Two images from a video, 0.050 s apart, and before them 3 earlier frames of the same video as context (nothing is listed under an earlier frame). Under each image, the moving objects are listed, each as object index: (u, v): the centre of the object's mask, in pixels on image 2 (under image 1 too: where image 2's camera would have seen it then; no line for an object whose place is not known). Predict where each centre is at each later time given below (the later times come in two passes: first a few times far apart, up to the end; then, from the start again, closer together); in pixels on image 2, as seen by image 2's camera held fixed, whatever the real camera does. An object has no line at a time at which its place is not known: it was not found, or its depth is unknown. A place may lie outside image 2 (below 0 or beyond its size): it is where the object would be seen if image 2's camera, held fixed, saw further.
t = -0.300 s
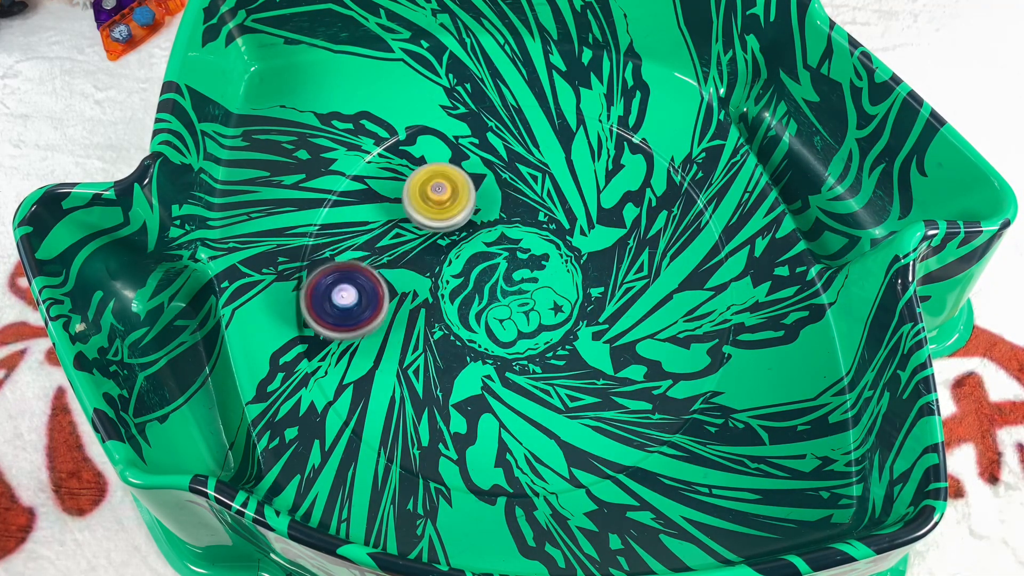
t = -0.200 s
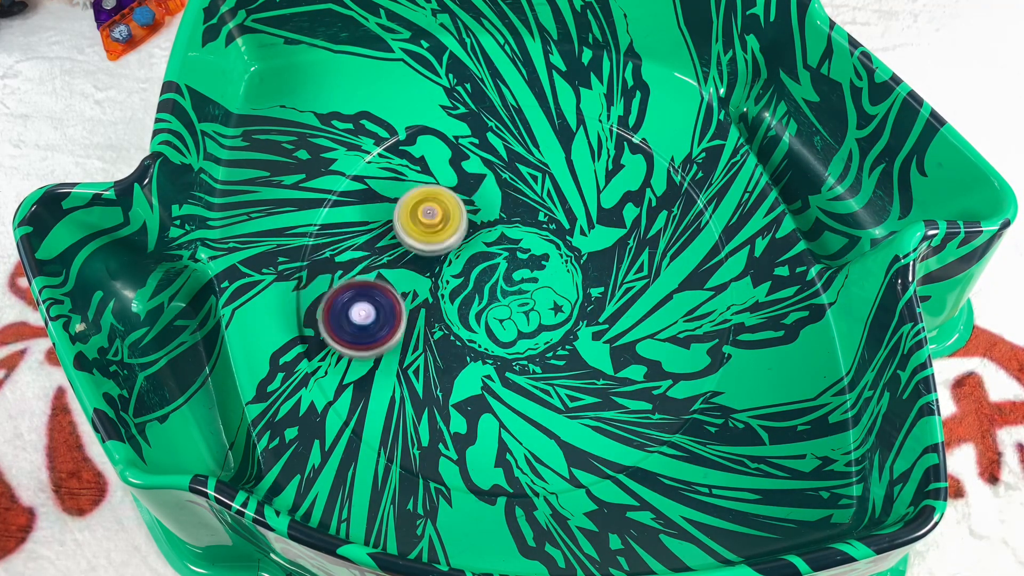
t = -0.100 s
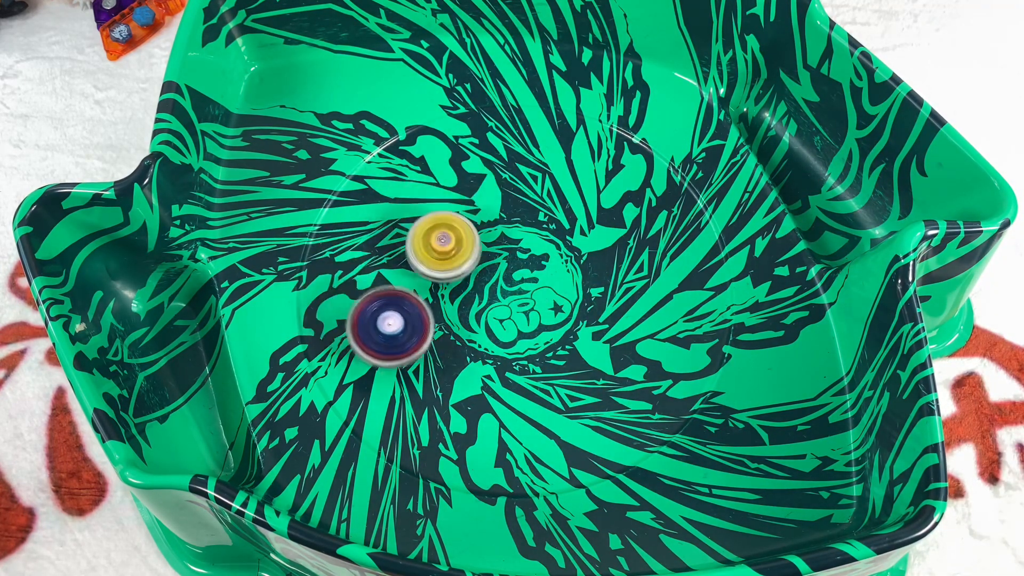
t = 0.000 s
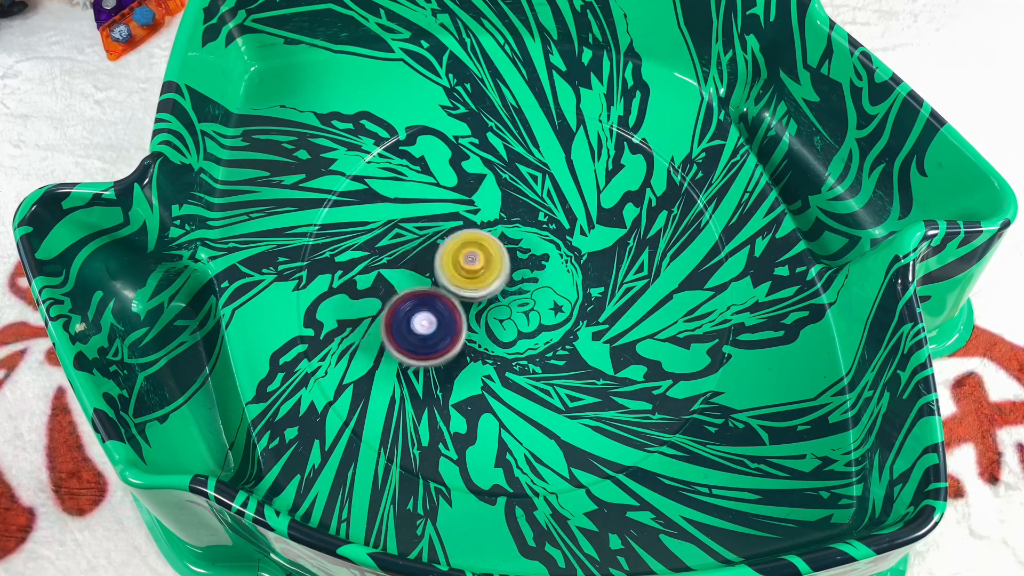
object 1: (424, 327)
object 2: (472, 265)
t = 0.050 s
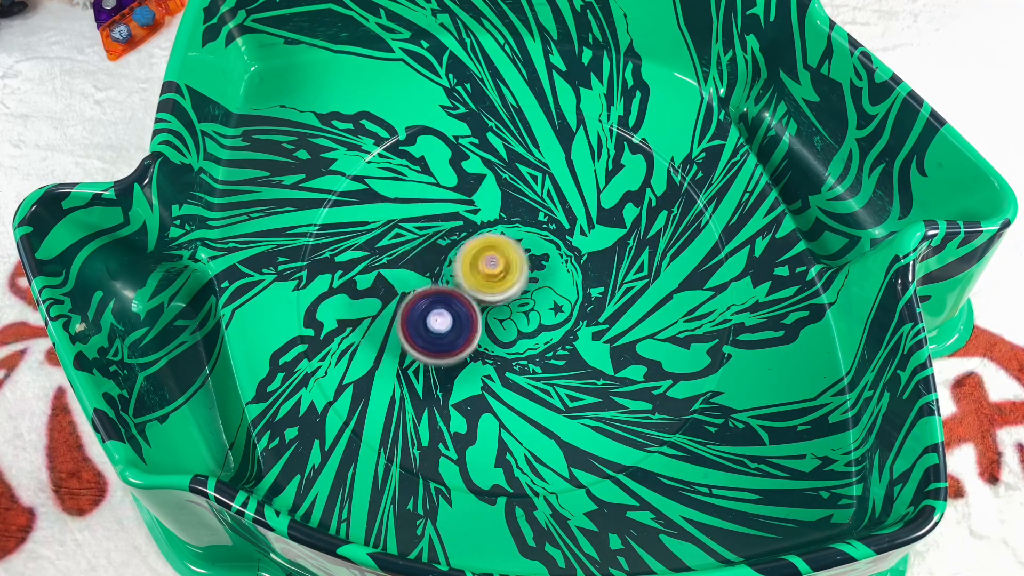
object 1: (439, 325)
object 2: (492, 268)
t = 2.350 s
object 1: (723, 286)
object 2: (516, 321)
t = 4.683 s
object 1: (275, 130)
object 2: (486, 199)
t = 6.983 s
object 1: (361, 281)
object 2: (550, 342)
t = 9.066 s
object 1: (465, 259)
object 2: (599, 292)
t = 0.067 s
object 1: (440, 328)
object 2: (502, 265)
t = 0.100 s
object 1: (443, 332)
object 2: (520, 259)
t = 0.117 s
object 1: (446, 332)
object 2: (527, 256)
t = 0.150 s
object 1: (453, 332)
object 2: (539, 249)
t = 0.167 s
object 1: (457, 331)
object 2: (545, 245)
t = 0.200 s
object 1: (467, 328)
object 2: (556, 237)
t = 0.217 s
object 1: (471, 326)
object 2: (560, 233)
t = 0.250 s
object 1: (481, 322)
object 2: (569, 223)
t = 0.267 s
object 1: (486, 319)
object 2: (572, 218)
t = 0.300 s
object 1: (496, 314)
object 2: (578, 208)
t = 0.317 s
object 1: (500, 311)
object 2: (580, 204)
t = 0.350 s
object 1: (509, 304)
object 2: (584, 194)
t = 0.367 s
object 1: (513, 301)
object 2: (585, 189)
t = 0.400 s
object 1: (521, 294)
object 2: (585, 179)
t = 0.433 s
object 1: (527, 287)
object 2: (583, 171)
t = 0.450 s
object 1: (530, 284)
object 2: (582, 167)
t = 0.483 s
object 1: (535, 277)
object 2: (578, 160)
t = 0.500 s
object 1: (538, 273)
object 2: (574, 157)
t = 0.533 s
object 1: (542, 266)
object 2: (567, 153)
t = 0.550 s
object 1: (544, 263)
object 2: (564, 152)
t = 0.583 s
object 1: (547, 257)
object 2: (555, 151)
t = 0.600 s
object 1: (548, 253)
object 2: (551, 151)
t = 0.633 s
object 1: (551, 246)
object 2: (542, 153)
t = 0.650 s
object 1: (552, 243)
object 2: (538, 156)
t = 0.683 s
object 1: (554, 237)
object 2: (530, 163)
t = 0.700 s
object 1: (554, 234)
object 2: (526, 166)
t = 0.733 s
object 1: (556, 231)
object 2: (519, 171)
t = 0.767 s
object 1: (558, 231)
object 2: (511, 177)
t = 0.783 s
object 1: (560, 232)
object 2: (507, 180)
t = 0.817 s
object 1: (565, 236)
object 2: (498, 185)
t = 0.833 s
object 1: (568, 238)
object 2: (494, 189)
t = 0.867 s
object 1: (571, 239)
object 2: (488, 198)
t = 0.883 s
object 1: (572, 239)
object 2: (486, 203)
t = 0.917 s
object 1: (574, 238)
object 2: (483, 214)
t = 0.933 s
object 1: (575, 237)
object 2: (482, 220)
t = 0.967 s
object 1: (575, 236)
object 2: (483, 232)
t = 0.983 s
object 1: (576, 235)
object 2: (483, 238)
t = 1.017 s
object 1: (577, 233)
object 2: (486, 250)
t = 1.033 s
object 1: (577, 233)
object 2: (488, 256)
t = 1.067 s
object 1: (579, 231)
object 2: (494, 266)
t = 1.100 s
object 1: (579, 230)
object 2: (501, 277)
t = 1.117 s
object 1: (580, 229)
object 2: (505, 282)
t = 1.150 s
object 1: (580, 228)
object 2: (514, 291)
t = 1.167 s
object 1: (580, 228)
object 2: (518, 296)
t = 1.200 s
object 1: (580, 228)
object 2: (529, 303)
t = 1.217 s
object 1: (580, 227)
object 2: (535, 306)
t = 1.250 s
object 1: (580, 227)
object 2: (547, 312)
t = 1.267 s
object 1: (580, 227)
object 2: (553, 314)
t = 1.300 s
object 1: (580, 227)
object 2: (565, 318)
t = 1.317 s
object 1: (579, 227)
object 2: (571, 318)
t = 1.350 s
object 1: (579, 227)
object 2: (583, 319)
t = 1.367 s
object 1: (578, 228)
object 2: (589, 319)
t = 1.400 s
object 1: (577, 230)
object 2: (600, 317)
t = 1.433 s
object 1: (575, 231)
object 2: (610, 314)
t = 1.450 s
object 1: (574, 233)
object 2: (615, 312)
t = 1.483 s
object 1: (572, 235)
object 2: (623, 306)
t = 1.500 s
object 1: (571, 237)
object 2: (626, 303)
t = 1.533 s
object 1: (569, 240)
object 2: (631, 297)
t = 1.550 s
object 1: (569, 241)
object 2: (633, 293)
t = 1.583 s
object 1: (562, 240)
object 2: (641, 291)
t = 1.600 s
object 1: (544, 227)
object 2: (658, 300)
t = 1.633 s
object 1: (510, 203)
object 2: (684, 315)
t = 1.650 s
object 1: (495, 195)
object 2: (694, 320)
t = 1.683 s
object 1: (465, 183)
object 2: (708, 323)
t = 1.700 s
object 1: (450, 180)
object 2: (712, 322)
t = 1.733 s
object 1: (421, 178)
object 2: (717, 316)
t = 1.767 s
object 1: (392, 185)
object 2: (719, 305)
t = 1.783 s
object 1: (378, 192)
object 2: (719, 299)
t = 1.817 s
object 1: (353, 209)
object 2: (716, 288)
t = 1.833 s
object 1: (342, 220)
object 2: (713, 283)
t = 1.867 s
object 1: (323, 248)
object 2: (705, 273)
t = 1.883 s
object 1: (316, 263)
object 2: (701, 269)
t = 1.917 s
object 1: (308, 299)
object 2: (689, 262)
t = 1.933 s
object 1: (307, 317)
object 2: (683, 260)
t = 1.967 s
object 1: (316, 357)
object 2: (669, 257)
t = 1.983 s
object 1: (328, 377)
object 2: (662, 256)
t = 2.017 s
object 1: (361, 415)
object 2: (647, 255)
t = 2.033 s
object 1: (382, 433)
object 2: (639, 256)
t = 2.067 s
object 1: (425, 457)
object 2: (624, 259)
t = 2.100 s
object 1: (475, 471)
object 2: (610, 262)
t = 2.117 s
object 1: (501, 474)
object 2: (602, 265)
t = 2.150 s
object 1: (553, 472)
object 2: (589, 270)
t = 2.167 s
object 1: (578, 465)
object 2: (581, 274)
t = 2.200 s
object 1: (624, 447)
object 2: (568, 281)
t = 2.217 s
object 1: (645, 434)
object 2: (561, 285)
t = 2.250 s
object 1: (679, 404)
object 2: (549, 293)
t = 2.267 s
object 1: (692, 387)
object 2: (543, 297)
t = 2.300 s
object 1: (712, 349)
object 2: (531, 306)
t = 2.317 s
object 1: (718, 327)
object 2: (525, 311)
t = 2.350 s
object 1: (723, 286)
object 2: (516, 321)
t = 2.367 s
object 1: (721, 265)
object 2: (511, 326)
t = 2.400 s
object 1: (711, 226)
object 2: (502, 337)
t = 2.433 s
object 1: (696, 189)
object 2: (494, 347)
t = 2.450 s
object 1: (684, 172)
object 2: (491, 353)
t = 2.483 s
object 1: (655, 141)
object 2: (484, 364)
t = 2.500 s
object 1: (636, 129)
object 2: (481, 370)
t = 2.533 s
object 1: (592, 110)
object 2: (477, 380)
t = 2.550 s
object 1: (569, 102)
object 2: (476, 385)
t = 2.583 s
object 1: (522, 96)
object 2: (472, 395)
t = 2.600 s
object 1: (498, 97)
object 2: (472, 401)
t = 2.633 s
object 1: (452, 105)
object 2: (472, 412)
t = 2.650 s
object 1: (429, 113)
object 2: (473, 417)
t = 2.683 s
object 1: (385, 136)
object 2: (475, 425)
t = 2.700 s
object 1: (366, 150)
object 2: (478, 429)
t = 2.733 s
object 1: (333, 186)
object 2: (482, 434)
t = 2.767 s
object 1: (312, 230)
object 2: (489, 438)
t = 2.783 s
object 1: (306, 252)
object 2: (492, 439)
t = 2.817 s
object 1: (303, 299)
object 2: (501, 439)
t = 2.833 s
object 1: (305, 322)
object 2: (505, 438)
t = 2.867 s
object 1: (322, 369)
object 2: (513, 433)
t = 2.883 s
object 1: (334, 389)
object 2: (516, 429)
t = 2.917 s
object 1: (370, 426)
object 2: (521, 420)
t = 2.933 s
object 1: (392, 442)
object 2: (522, 415)
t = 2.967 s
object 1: (442, 464)
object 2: (523, 404)
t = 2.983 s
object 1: (468, 471)
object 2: (523, 399)
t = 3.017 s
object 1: (521, 476)
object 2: (523, 387)
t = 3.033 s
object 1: (547, 474)
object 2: (521, 381)
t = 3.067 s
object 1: (599, 463)
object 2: (517, 370)
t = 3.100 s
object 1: (645, 439)
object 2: (512, 359)
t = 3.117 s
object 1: (665, 424)
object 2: (509, 354)
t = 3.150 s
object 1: (697, 388)
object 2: (503, 343)
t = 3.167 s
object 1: (708, 369)
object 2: (499, 338)
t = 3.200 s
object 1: (723, 326)
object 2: (492, 328)
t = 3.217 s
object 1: (728, 305)
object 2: (487, 323)
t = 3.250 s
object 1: (727, 263)
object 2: (479, 313)
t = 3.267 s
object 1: (723, 242)
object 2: (475, 309)
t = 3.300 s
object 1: (705, 200)
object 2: (466, 300)
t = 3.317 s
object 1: (692, 181)
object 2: (461, 296)
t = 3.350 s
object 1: (659, 145)
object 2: (452, 288)
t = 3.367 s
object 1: (639, 131)
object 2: (447, 285)
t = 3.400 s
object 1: (595, 109)
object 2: (437, 279)
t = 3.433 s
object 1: (546, 97)
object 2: (427, 273)
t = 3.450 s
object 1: (519, 95)
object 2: (422, 270)
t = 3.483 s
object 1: (462, 103)
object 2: (413, 266)
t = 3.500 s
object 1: (434, 111)
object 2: (408, 264)
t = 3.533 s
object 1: (385, 134)
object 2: (399, 260)
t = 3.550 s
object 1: (361, 151)
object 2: (394, 259)
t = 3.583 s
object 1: (325, 195)
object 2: (385, 258)
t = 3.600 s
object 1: (310, 217)
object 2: (385, 260)
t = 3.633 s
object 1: (281, 255)
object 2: (387, 266)
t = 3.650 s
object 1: (269, 272)
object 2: (387, 268)
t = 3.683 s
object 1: (251, 310)
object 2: (387, 270)
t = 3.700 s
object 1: (246, 330)
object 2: (387, 271)
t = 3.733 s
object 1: (244, 367)
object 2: (390, 274)
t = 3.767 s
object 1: (255, 410)
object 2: (395, 278)
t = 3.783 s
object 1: (261, 431)
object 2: (399, 279)
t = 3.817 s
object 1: (293, 444)
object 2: (406, 279)
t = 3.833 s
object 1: (311, 449)
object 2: (410, 280)
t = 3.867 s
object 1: (354, 456)
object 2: (418, 280)
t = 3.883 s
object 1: (377, 457)
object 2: (422, 279)
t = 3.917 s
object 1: (419, 450)
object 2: (431, 277)
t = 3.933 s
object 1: (439, 447)
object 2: (436, 275)
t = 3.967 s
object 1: (479, 432)
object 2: (445, 271)
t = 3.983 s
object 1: (498, 420)
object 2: (449, 269)
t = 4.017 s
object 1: (531, 394)
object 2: (458, 264)
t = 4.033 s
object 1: (545, 378)
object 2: (461, 261)
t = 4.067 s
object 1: (566, 347)
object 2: (469, 255)
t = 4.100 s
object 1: (581, 312)
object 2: (476, 249)
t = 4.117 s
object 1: (585, 294)
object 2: (479, 245)
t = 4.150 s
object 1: (589, 260)
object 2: (484, 238)
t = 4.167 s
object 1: (589, 242)
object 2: (487, 234)
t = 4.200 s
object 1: (583, 209)
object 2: (491, 227)
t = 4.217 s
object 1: (579, 193)
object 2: (493, 223)
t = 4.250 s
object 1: (565, 162)
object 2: (496, 216)
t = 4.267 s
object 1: (557, 147)
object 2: (497, 213)
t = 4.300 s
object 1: (538, 120)
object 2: (499, 206)
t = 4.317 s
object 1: (526, 108)
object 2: (500, 203)
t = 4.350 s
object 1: (499, 92)
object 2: (500, 197)
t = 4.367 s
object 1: (483, 89)
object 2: (500, 194)
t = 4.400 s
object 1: (453, 93)
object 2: (500, 189)
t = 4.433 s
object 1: (424, 90)
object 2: (499, 185)
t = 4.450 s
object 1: (409, 90)
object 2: (497, 183)
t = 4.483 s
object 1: (379, 86)
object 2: (494, 181)
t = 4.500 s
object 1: (365, 84)
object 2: (493, 181)
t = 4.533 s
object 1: (335, 83)
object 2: (491, 180)
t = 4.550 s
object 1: (321, 83)
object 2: (490, 180)
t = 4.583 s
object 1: (298, 88)
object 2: (487, 182)
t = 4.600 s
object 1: (290, 92)
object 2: (486, 185)
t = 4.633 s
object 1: (278, 104)
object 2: (485, 190)
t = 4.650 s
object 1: (275, 112)
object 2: (485, 193)
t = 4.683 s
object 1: (275, 130)
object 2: (486, 199)
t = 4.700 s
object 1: (277, 140)
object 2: (488, 202)
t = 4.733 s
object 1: (286, 165)
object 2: (490, 209)
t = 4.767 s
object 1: (300, 191)
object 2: (495, 216)
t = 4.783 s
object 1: (307, 204)
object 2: (498, 219)
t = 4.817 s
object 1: (325, 236)
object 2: (504, 226)
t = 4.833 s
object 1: (337, 250)
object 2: (508, 229)
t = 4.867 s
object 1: (366, 276)
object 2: (515, 235)
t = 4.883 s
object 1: (381, 287)
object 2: (519, 237)
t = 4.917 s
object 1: (416, 305)
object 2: (527, 242)
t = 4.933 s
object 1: (434, 312)
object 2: (532, 244)
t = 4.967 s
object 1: (472, 320)
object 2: (541, 247)
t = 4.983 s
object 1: (491, 321)
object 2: (545, 248)
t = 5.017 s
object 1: (530, 318)
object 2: (555, 250)
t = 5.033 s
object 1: (547, 319)
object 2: (561, 247)
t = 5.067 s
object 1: (578, 318)
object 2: (572, 241)
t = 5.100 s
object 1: (608, 311)
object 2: (580, 236)
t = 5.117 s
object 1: (622, 305)
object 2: (584, 233)
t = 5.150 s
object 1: (648, 288)
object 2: (590, 227)
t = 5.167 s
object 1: (660, 278)
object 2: (593, 225)
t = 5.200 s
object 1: (680, 254)
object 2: (598, 219)
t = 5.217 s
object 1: (687, 241)
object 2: (599, 216)
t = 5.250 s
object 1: (697, 212)
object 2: (602, 209)
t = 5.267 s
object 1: (699, 197)
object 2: (602, 207)
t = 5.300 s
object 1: (687, 169)
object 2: (601, 201)
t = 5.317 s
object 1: (677, 158)
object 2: (601, 199)
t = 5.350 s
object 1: (653, 138)
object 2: (596, 196)
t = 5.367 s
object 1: (650, 122)
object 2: (581, 202)
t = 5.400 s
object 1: (640, 98)
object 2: (557, 213)
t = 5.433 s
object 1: (623, 80)
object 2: (539, 224)
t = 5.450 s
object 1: (613, 75)
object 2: (533, 229)
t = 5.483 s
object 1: (589, 68)
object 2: (522, 240)
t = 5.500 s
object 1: (575, 68)
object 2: (518, 245)
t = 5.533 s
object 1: (545, 73)
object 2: (511, 257)
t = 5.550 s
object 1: (529, 79)
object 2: (507, 263)
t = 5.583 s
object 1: (501, 95)
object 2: (501, 273)
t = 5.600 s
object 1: (486, 106)
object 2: (498, 280)
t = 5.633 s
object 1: (466, 128)
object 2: (493, 292)
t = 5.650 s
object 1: (456, 141)
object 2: (491, 299)
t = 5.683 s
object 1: (444, 170)
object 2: (487, 310)
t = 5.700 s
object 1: (441, 185)
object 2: (486, 317)
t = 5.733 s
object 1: (438, 217)
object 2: (484, 329)
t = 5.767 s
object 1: (441, 247)
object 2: (482, 341)
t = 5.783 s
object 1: (445, 264)
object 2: (482, 347)
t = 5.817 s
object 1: (454, 283)
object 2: (484, 370)
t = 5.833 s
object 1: (458, 278)
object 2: (489, 392)
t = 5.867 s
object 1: (466, 275)
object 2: (497, 431)
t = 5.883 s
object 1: (471, 274)
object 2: (502, 446)
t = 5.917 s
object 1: (483, 279)
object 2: (514, 469)
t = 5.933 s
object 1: (492, 283)
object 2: (521, 476)
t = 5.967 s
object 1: (510, 289)
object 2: (536, 473)
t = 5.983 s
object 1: (521, 292)
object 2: (543, 471)
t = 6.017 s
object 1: (542, 294)
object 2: (556, 463)
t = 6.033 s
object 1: (552, 293)
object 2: (563, 460)
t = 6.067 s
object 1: (572, 289)
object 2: (575, 458)
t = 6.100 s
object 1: (589, 281)
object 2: (587, 459)
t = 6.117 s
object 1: (595, 276)
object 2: (593, 459)
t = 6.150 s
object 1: (605, 264)
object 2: (603, 456)
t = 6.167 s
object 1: (609, 258)
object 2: (607, 453)
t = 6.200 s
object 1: (613, 246)
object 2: (615, 446)
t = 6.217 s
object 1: (614, 240)
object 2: (618, 442)
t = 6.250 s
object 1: (612, 227)
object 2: (622, 433)
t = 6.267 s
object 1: (609, 222)
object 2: (623, 427)
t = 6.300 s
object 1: (601, 212)
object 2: (623, 416)
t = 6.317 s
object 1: (596, 208)
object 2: (621, 410)
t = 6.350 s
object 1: (584, 202)
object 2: (616, 398)
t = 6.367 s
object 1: (577, 200)
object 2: (613, 393)
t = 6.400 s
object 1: (563, 199)
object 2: (606, 382)
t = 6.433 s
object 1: (549, 202)
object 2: (597, 371)
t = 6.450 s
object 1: (542, 204)
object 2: (593, 366)
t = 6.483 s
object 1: (528, 211)
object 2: (584, 356)
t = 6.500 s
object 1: (521, 216)
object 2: (579, 351)
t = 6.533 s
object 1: (508, 229)
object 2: (568, 342)
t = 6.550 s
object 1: (504, 235)
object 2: (563, 338)
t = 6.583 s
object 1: (498, 251)
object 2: (552, 329)
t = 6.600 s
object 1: (495, 258)
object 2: (547, 325)
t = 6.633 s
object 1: (482, 259)
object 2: (546, 331)
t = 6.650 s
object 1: (475, 259)
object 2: (546, 335)
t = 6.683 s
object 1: (461, 262)
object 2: (543, 338)
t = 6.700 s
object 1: (455, 265)
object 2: (539, 337)
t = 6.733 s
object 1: (446, 274)
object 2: (532, 334)
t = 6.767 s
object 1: (441, 285)
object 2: (523, 331)
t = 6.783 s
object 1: (440, 291)
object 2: (519, 330)
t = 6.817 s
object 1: (426, 289)
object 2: (526, 336)
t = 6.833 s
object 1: (414, 285)
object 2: (534, 342)
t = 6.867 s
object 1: (394, 279)
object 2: (544, 350)
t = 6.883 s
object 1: (387, 278)
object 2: (547, 351)
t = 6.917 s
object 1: (376, 276)
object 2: (549, 350)
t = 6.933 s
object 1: (372, 277)
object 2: (550, 349)
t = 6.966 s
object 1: (365, 279)
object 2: (550, 345)
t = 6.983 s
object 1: (361, 281)
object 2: (550, 342)
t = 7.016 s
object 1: (354, 286)
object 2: (549, 336)
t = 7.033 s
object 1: (352, 289)
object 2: (548, 333)
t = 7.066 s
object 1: (350, 295)
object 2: (545, 327)
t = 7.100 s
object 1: (352, 301)
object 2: (541, 322)
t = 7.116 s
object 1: (355, 304)
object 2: (539, 319)
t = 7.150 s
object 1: (362, 309)
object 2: (534, 314)
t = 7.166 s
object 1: (366, 310)
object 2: (531, 312)
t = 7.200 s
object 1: (377, 312)
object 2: (525, 307)
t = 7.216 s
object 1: (383, 314)
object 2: (522, 305)
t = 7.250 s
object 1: (397, 313)
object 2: (515, 301)
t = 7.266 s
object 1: (404, 312)
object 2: (512, 299)
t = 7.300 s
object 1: (417, 307)
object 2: (506, 296)
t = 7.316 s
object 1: (422, 304)
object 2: (503, 294)
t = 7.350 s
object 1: (412, 298)
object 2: (514, 290)
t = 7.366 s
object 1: (410, 295)
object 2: (518, 289)
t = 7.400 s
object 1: (408, 289)
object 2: (519, 288)
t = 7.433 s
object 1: (407, 285)
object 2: (517, 283)
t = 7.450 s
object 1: (407, 283)
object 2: (516, 281)
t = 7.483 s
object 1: (408, 280)
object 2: (513, 275)
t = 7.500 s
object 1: (408, 279)
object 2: (512, 273)
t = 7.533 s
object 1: (410, 275)
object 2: (508, 269)
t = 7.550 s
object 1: (410, 274)
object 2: (506, 267)
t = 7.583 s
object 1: (413, 270)
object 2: (503, 264)
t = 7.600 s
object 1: (415, 268)
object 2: (501, 263)
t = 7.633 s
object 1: (415, 263)
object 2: (500, 261)
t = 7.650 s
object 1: (408, 259)
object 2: (508, 260)
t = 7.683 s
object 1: (397, 254)
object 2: (518, 258)
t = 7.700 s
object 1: (392, 251)
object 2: (520, 257)
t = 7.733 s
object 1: (386, 250)
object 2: (524, 254)
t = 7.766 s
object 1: (382, 250)
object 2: (527, 250)
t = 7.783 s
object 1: (381, 250)
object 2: (528, 248)
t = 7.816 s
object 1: (380, 251)
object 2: (530, 244)
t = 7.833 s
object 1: (380, 251)
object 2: (530, 243)
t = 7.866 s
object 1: (380, 253)
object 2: (530, 239)
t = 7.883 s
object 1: (381, 253)
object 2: (530, 238)
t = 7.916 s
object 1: (384, 254)
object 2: (530, 235)
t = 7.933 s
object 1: (386, 254)
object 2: (529, 234)
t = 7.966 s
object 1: (392, 255)
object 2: (527, 233)
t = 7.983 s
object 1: (396, 255)
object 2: (526, 232)
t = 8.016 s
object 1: (404, 255)
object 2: (524, 232)
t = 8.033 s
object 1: (409, 255)
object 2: (523, 233)
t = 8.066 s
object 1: (419, 255)
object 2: (521, 234)
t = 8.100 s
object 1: (431, 254)
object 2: (519, 237)
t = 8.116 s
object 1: (438, 254)
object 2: (518, 238)
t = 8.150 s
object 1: (444, 252)
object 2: (523, 241)
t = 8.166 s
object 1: (446, 252)
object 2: (527, 242)
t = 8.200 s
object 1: (452, 250)
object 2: (533, 243)
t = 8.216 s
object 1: (455, 248)
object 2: (536, 244)
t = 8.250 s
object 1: (462, 246)
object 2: (542, 244)
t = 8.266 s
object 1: (465, 244)
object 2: (546, 245)
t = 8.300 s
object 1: (472, 241)
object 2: (552, 245)
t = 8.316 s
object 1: (475, 239)
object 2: (554, 245)
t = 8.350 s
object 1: (473, 234)
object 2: (567, 246)
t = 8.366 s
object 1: (472, 233)
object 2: (571, 247)
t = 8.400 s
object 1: (471, 230)
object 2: (578, 247)
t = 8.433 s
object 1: (470, 228)
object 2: (584, 246)
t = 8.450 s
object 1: (470, 228)
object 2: (587, 246)
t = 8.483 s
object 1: (470, 227)
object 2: (592, 246)
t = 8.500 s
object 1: (469, 226)
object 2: (595, 245)
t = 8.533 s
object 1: (469, 226)
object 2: (599, 244)
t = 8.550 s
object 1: (469, 226)
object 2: (601, 244)
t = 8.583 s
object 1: (470, 226)
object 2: (604, 243)
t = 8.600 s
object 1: (470, 226)
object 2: (605, 242)
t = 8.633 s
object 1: (472, 227)
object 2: (606, 242)
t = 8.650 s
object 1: (472, 228)
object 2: (607, 242)
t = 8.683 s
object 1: (475, 229)
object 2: (607, 242)
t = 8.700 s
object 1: (477, 229)
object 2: (606, 242)
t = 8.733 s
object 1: (481, 232)
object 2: (604, 242)
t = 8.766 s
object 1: (485, 235)
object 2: (600, 244)
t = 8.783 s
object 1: (488, 237)
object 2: (599, 245)
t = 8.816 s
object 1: (492, 240)
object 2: (594, 248)
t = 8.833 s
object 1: (494, 242)
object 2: (591, 251)
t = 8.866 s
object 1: (500, 246)
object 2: (587, 255)
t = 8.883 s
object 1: (502, 248)
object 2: (585, 257)
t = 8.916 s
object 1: (497, 248)
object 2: (590, 263)
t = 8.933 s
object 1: (490, 247)
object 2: (594, 267)
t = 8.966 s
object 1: (482, 248)
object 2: (599, 275)
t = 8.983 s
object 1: (478, 250)
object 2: (599, 278)
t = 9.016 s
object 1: (472, 253)
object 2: (600, 285)
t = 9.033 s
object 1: (469, 255)
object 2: (600, 287)
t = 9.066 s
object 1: (465, 259)
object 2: (599, 292)
